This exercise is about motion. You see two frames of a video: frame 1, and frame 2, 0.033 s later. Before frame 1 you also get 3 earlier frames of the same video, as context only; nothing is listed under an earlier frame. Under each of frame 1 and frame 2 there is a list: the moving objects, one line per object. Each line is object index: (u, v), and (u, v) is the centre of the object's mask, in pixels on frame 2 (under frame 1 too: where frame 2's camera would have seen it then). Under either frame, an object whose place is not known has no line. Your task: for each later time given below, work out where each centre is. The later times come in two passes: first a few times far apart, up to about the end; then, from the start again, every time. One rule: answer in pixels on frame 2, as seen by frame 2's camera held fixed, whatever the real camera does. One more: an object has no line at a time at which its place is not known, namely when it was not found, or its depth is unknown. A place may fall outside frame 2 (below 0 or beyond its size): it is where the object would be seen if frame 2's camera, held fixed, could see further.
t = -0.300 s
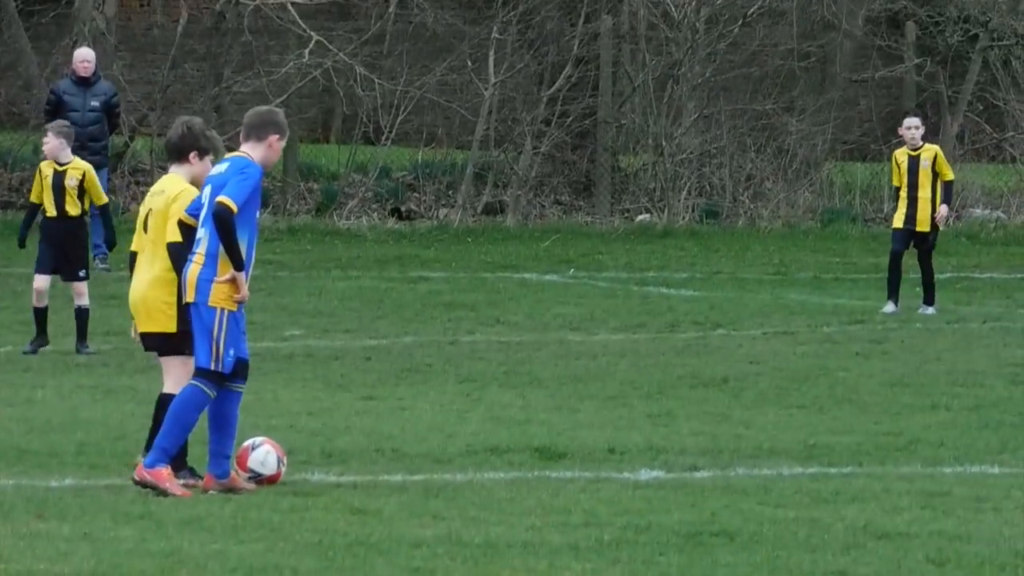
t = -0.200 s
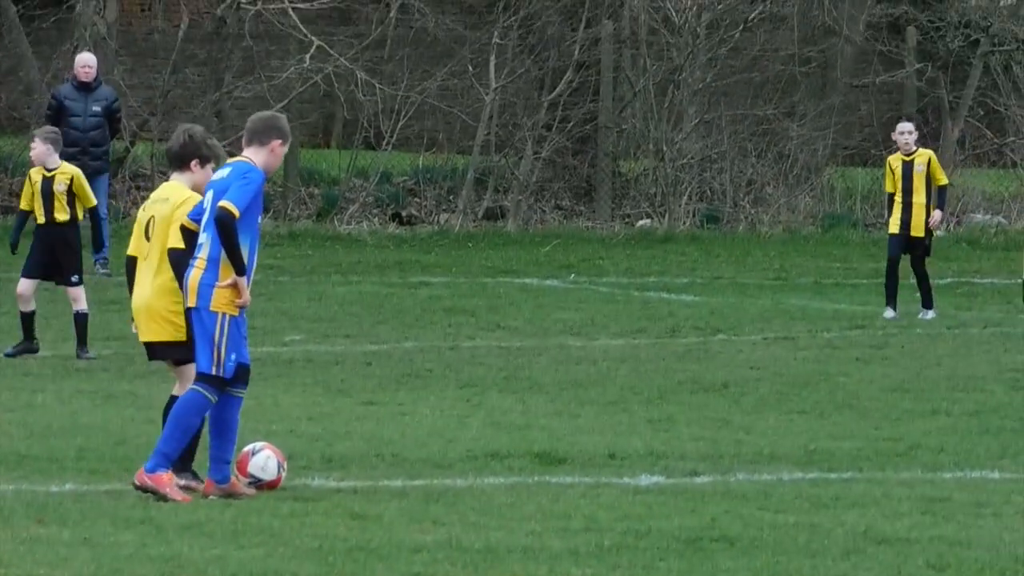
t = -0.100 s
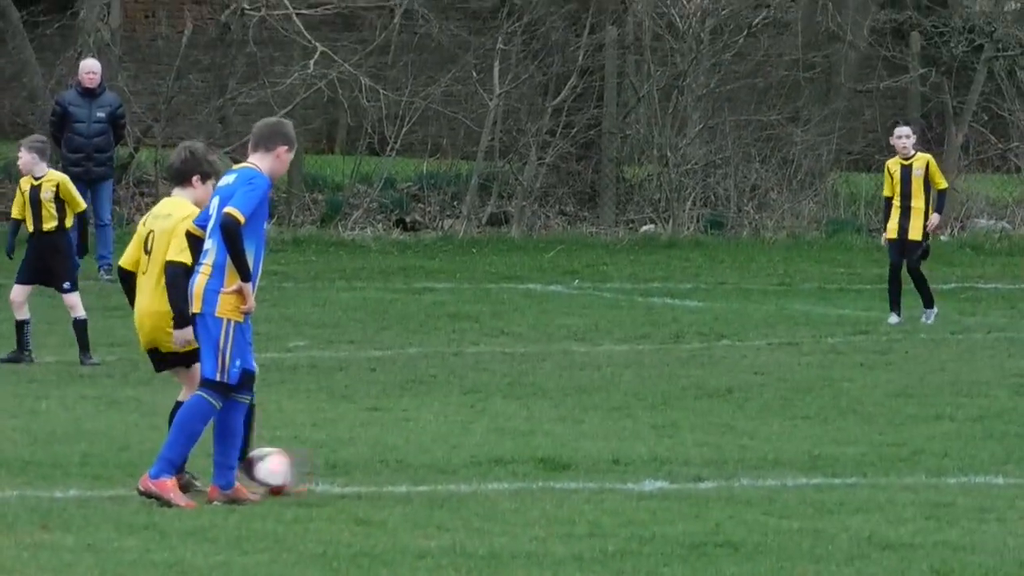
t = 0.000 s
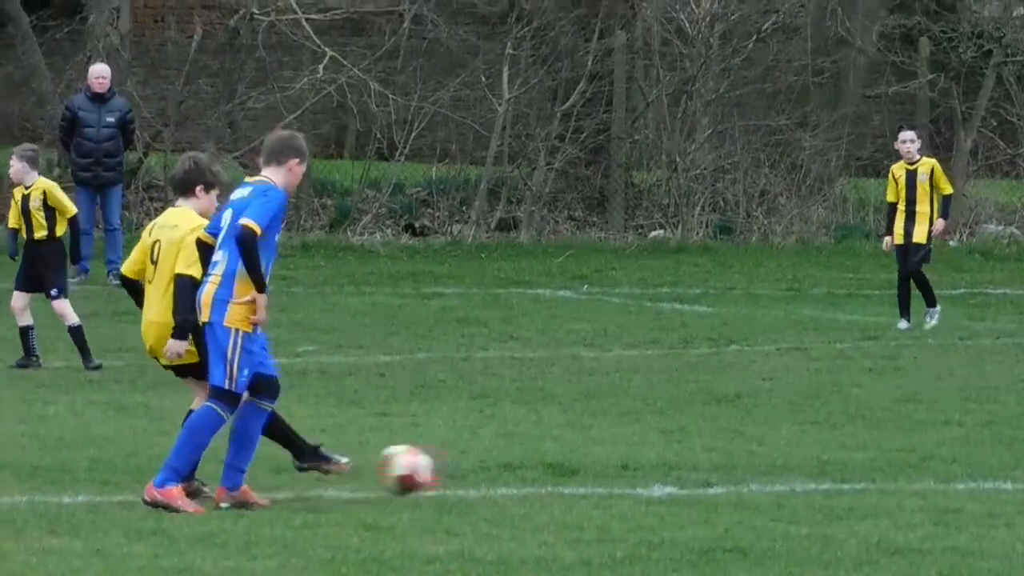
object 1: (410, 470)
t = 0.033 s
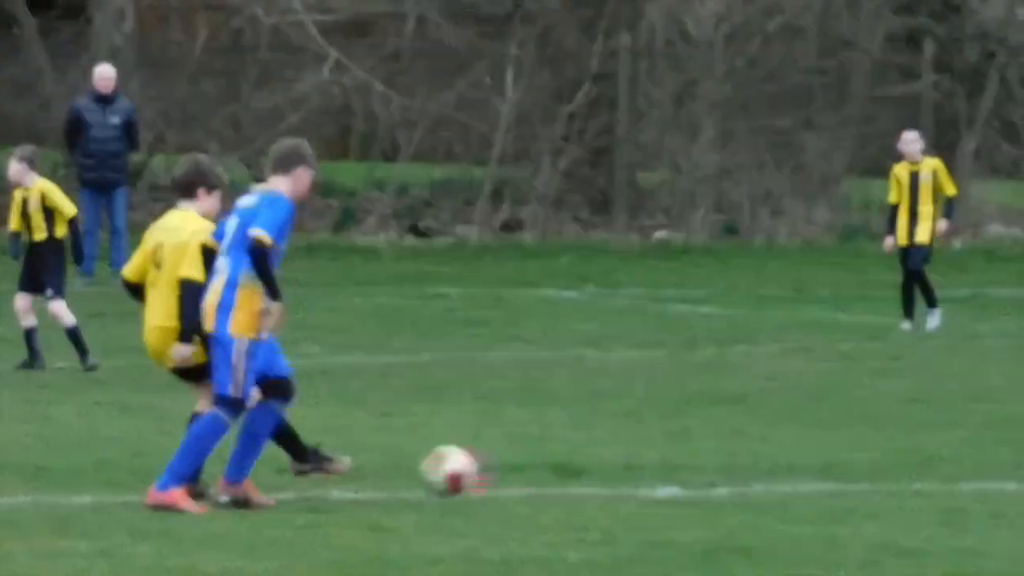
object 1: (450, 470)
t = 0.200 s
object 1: (633, 470)
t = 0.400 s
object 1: (802, 464)
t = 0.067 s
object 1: (489, 472)
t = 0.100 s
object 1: (528, 470)
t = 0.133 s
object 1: (563, 468)
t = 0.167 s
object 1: (599, 469)
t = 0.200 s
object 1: (633, 470)
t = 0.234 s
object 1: (663, 470)
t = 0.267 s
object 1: (695, 469)
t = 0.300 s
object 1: (723, 468)
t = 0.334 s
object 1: (751, 467)
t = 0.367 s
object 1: (779, 465)
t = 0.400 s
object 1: (802, 464)
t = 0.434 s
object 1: (827, 464)
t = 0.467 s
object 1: (853, 464)
